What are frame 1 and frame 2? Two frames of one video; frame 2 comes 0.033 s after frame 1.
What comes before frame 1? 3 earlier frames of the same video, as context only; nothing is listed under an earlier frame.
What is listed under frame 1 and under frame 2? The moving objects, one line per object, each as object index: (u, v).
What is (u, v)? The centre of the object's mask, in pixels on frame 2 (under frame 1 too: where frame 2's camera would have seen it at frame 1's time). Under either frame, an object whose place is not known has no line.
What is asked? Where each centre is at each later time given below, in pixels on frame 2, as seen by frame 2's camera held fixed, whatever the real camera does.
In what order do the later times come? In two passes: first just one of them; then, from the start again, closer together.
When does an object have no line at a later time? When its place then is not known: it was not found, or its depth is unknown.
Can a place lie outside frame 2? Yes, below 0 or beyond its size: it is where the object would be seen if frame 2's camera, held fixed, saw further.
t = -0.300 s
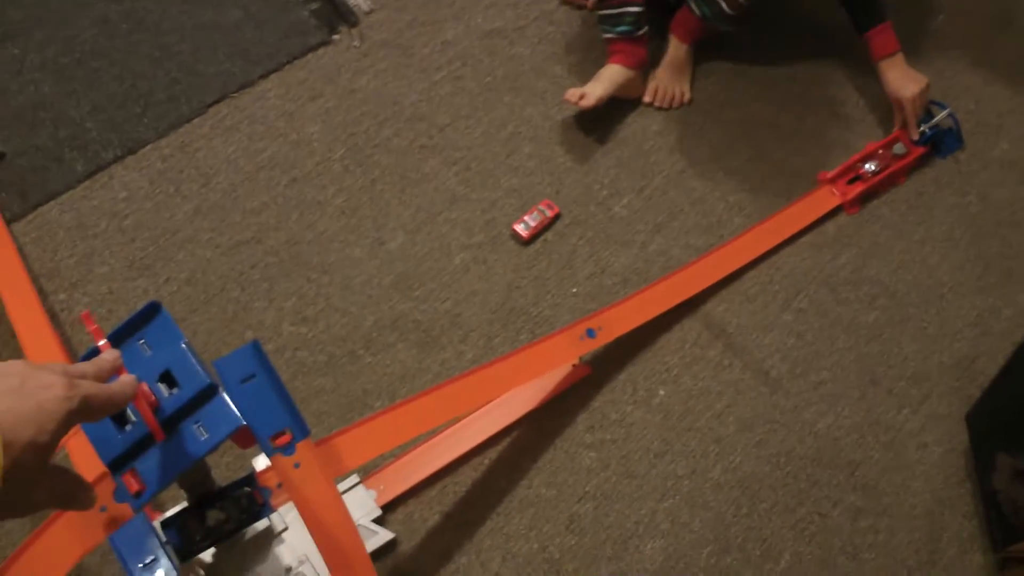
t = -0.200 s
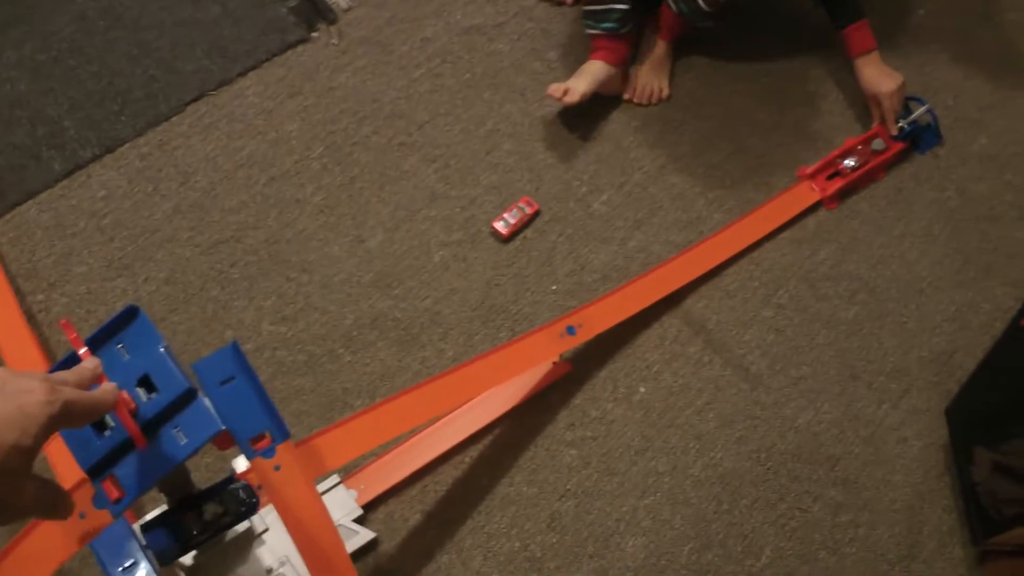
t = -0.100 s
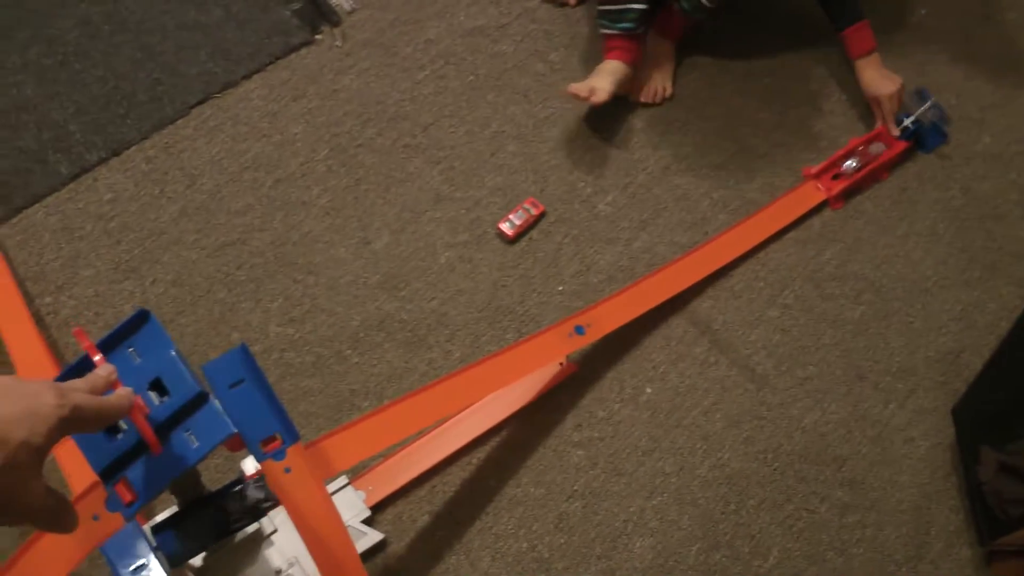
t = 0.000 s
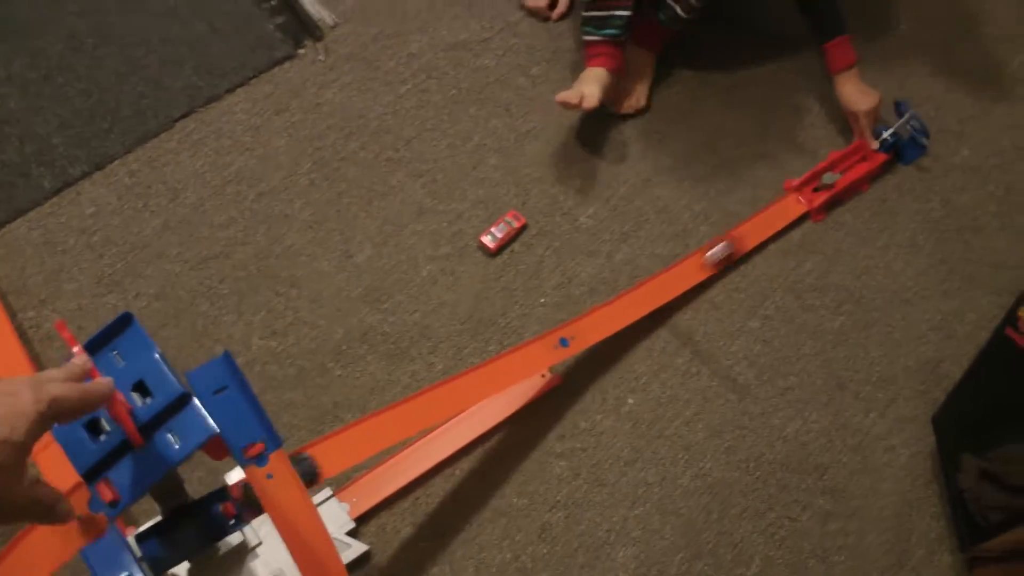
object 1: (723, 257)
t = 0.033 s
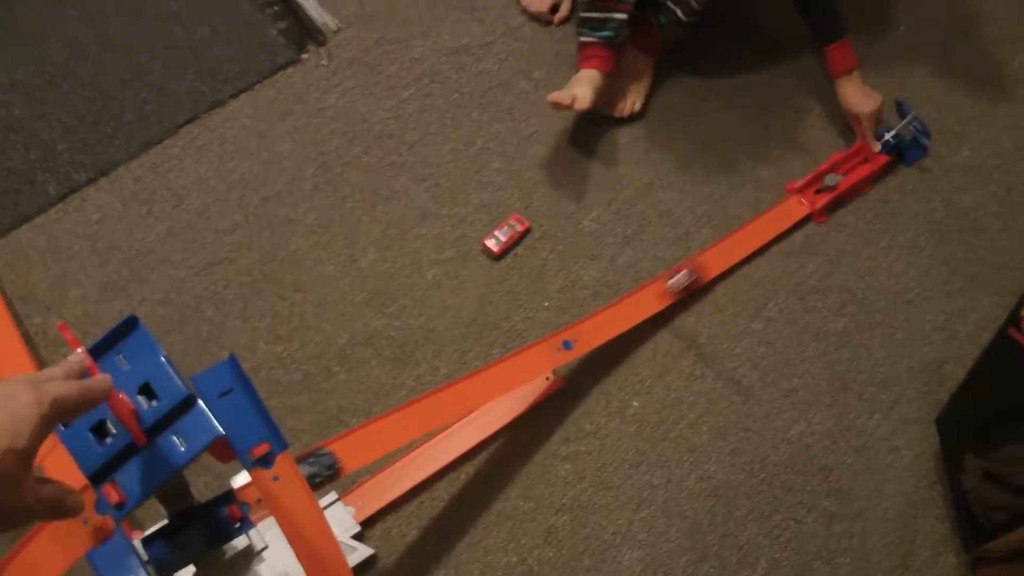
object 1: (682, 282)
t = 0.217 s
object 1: (466, 397)
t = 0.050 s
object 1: (662, 294)
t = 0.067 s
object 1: (641, 306)
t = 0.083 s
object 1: (621, 317)
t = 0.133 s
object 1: (558, 352)
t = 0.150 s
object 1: (539, 361)
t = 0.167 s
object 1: (516, 373)
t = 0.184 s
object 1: (497, 383)
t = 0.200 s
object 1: (477, 392)
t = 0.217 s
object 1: (466, 397)
